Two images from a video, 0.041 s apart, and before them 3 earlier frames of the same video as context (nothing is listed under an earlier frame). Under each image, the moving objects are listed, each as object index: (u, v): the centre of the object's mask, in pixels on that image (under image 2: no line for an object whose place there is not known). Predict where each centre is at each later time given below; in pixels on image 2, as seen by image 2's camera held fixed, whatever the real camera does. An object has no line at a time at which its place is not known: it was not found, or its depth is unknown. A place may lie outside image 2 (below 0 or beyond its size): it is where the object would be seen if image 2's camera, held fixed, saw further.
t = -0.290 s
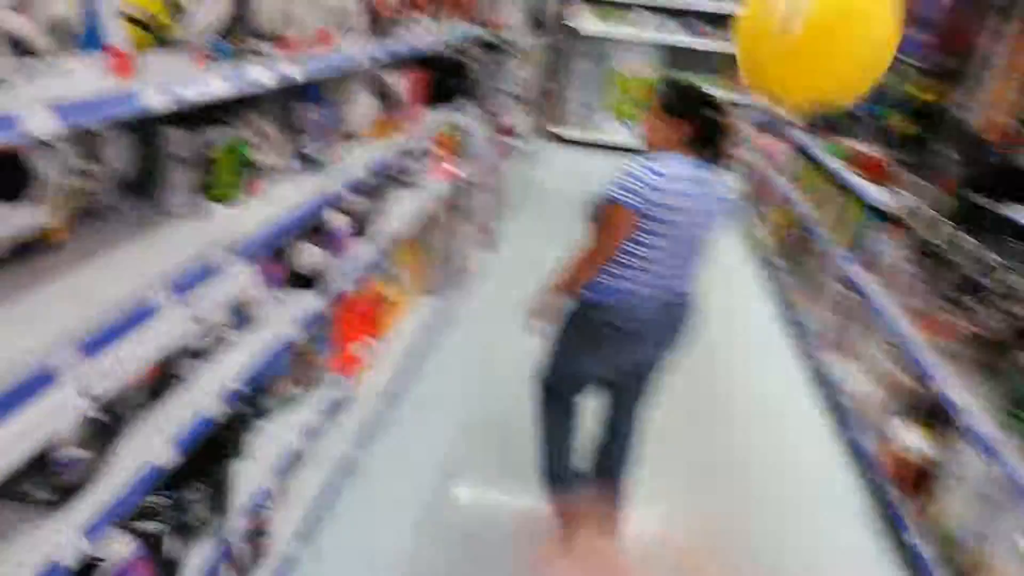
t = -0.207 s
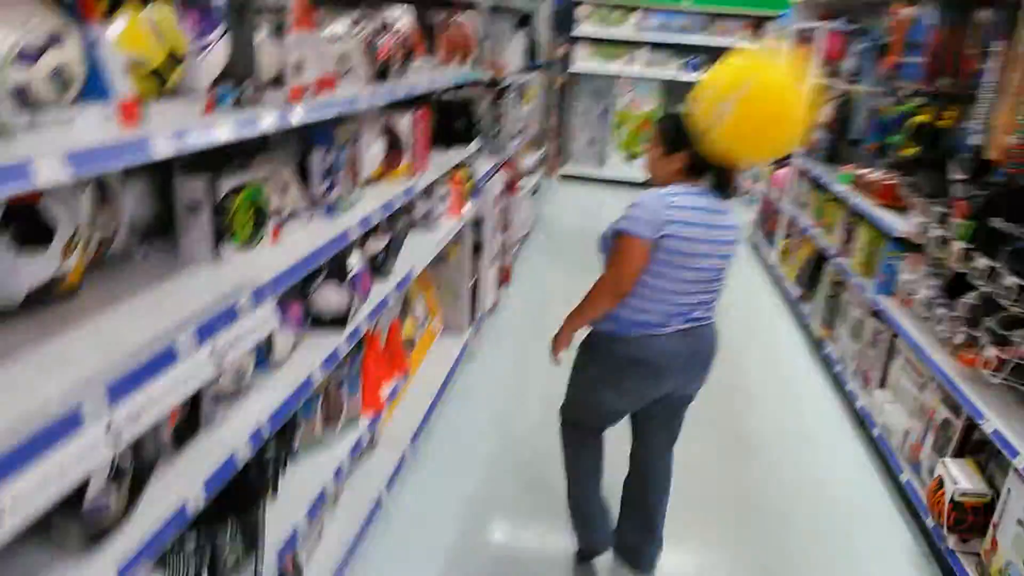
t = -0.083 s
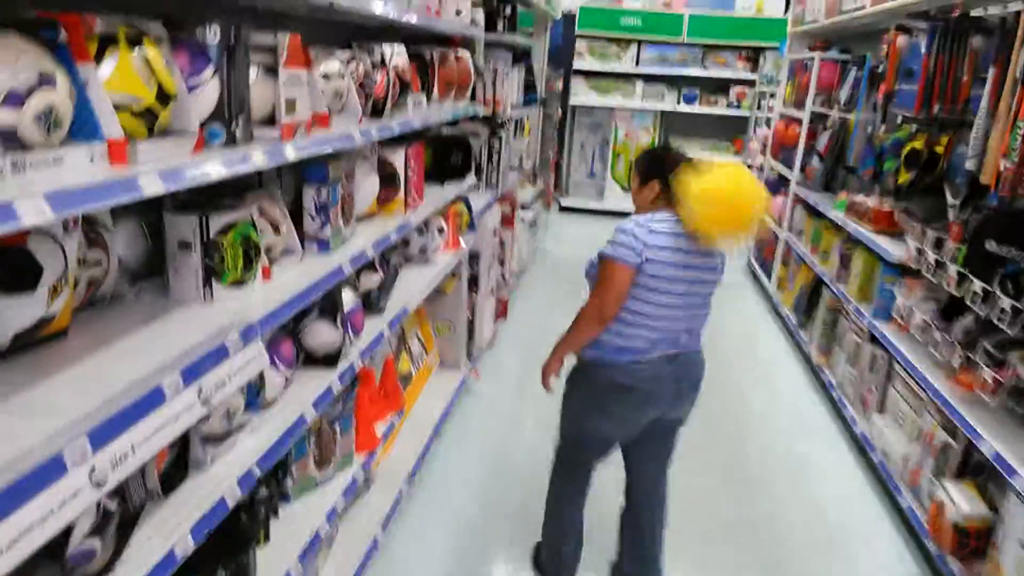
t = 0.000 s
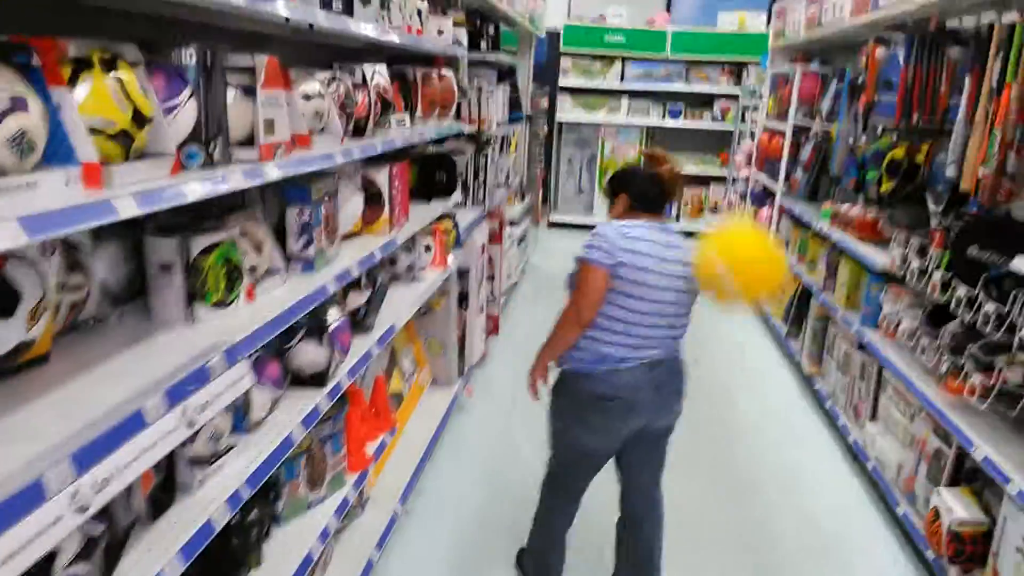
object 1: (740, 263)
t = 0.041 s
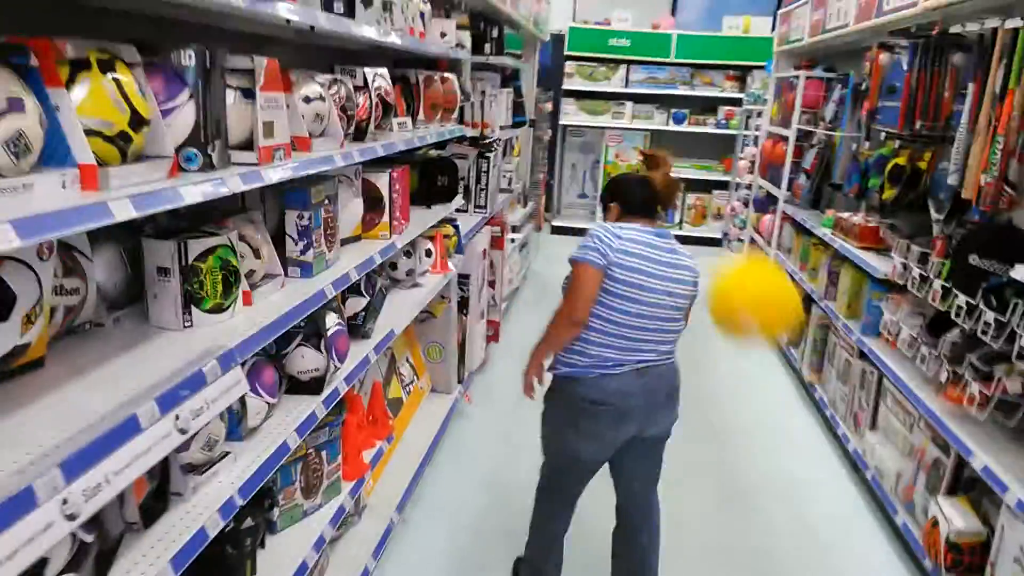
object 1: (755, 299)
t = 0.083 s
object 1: (769, 331)
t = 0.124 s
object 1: (785, 368)
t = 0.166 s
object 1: (798, 410)
